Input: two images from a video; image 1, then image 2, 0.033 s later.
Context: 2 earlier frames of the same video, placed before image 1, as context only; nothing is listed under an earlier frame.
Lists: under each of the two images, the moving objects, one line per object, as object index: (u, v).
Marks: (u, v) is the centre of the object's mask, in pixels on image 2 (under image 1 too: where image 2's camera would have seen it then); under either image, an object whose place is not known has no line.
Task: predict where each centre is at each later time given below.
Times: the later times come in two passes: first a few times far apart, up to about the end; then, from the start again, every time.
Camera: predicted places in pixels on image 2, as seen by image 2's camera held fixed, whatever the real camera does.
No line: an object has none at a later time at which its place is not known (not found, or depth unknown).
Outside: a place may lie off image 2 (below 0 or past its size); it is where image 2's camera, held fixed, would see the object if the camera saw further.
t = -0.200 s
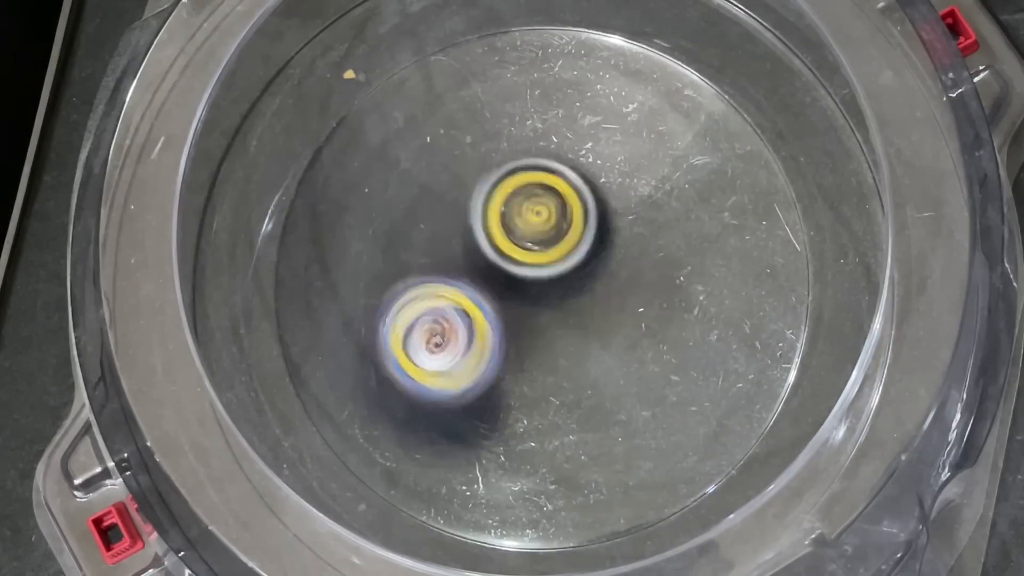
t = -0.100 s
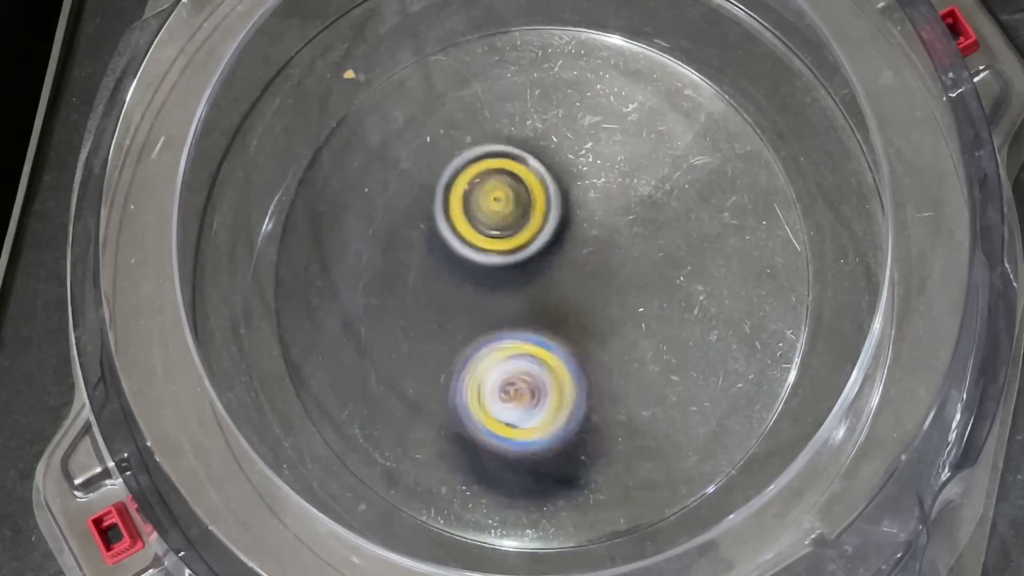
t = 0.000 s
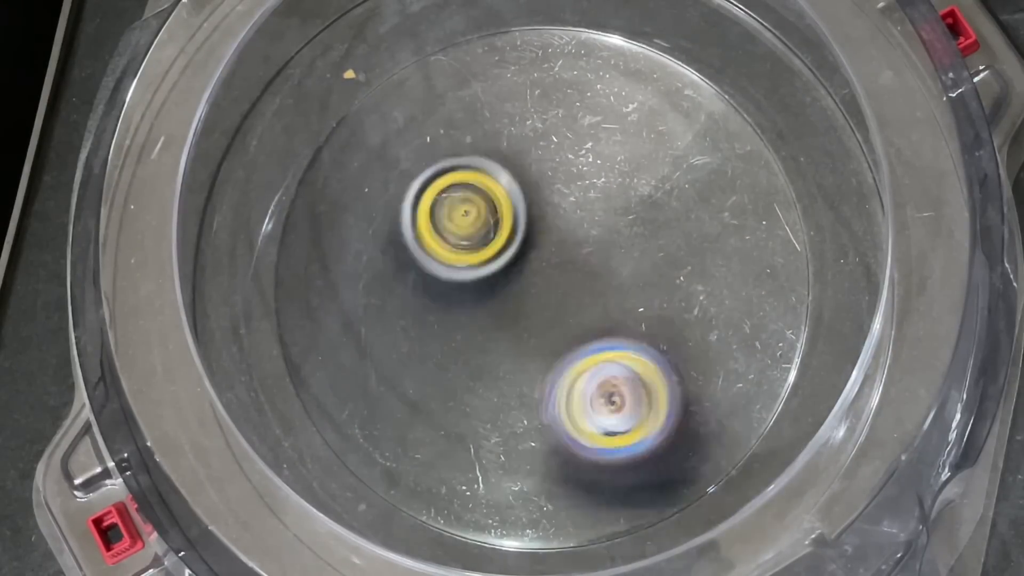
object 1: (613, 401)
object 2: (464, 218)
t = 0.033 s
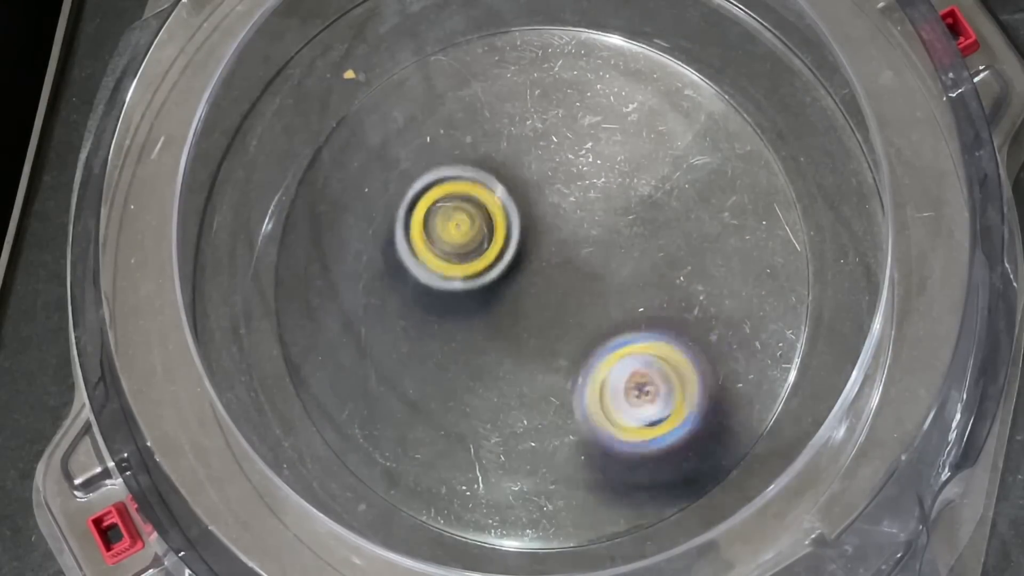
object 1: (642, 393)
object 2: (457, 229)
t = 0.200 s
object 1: (720, 277)
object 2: (484, 294)
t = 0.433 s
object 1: (557, 141)
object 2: (582, 295)
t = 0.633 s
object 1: (386, 176)
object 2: (610, 275)
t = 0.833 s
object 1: (386, 342)
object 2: (576, 244)
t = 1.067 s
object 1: (592, 393)
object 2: (522, 292)
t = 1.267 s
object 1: (722, 275)
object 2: (546, 324)
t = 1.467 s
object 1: (630, 147)
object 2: (566, 297)
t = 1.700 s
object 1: (428, 160)
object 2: (535, 294)
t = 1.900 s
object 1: (349, 291)
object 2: (535, 310)
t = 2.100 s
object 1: (479, 400)
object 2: (555, 283)
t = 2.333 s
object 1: (650, 354)
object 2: (530, 215)
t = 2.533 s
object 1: (661, 196)
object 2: (484, 255)
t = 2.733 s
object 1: (513, 138)
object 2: (537, 309)
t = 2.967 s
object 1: (407, 279)
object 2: (601, 265)
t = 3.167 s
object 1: (508, 397)
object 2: (558, 222)
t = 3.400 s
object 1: (665, 310)
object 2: (506, 287)
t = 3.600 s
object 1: (619, 169)
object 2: (551, 335)
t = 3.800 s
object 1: (461, 171)
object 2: (595, 296)
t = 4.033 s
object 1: (435, 341)
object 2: (532, 246)
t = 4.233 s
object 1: (583, 380)
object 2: (484, 287)
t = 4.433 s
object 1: (660, 252)
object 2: (522, 327)
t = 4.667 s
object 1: (530, 152)
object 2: (572, 272)
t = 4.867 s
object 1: (386, 152)
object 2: (572, 286)
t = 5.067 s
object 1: (401, 295)
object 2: (552, 284)
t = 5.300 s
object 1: (523, 395)
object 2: (555, 280)
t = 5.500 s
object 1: (647, 340)
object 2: (536, 284)
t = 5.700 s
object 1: (627, 204)
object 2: (528, 292)
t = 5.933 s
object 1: (476, 164)
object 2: (534, 288)
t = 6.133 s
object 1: (416, 280)
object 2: (545, 278)
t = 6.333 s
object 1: (508, 372)
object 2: (557, 259)
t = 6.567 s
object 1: (652, 321)
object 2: (534, 230)
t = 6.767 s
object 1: (659, 220)
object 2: (489, 242)
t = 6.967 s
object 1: (568, 196)
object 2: (482, 298)
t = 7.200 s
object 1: (545, 167)
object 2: (529, 349)
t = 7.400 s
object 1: (561, 195)
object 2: (568, 346)
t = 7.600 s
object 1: (594, 135)
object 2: (545, 364)
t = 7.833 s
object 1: (562, 161)
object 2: (530, 354)
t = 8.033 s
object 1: (531, 193)
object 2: (513, 349)
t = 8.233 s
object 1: (590, 238)
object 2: (480, 327)
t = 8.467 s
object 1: (676, 230)
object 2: (471, 305)
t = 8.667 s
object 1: (625, 260)
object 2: (496, 278)
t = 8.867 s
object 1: (610, 279)
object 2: (489, 249)
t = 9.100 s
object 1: (594, 333)
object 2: (502, 246)
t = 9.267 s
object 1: (557, 357)
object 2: (514, 244)
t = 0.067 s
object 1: (667, 380)
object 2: (454, 242)
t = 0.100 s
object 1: (692, 361)
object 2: (455, 256)
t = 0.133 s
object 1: (709, 336)
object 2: (461, 271)
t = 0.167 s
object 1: (719, 308)
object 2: (471, 284)
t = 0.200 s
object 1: (720, 277)
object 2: (484, 294)
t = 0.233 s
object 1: (714, 247)
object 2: (501, 301)
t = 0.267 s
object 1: (699, 222)
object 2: (518, 304)
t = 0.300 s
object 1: (676, 198)
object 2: (535, 303)
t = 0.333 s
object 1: (649, 180)
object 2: (551, 300)
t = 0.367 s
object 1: (619, 170)
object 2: (565, 294)
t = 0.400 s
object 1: (588, 162)
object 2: (576, 289)
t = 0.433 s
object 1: (557, 141)
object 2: (582, 295)
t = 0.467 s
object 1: (528, 130)
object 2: (586, 298)
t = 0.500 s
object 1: (496, 131)
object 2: (591, 297)
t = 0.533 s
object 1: (466, 134)
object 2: (596, 294)
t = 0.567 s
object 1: (436, 143)
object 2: (602, 289)
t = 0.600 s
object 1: (409, 156)
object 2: (607, 283)
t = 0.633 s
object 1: (386, 176)
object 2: (610, 275)
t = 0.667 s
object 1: (366, 197)
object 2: (610, 267)
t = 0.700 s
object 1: (354, 224)
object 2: (608, 260)
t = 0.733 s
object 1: (349, 254)
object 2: (603, 253)
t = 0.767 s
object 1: (353, 285)
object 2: (596, 248)
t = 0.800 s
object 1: (367, 313)
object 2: (587, 245)
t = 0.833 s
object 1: (386, 342)
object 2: (576, 244)
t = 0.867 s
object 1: (410, 361)
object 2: (564, 246)
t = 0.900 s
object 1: (439, 379)
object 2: (552, 252)
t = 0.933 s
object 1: (469, 388)
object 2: (542, 259)
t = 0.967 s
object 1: (501, 395)
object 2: (534, 268)
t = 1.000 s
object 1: (533, 395)
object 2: (527, 277)
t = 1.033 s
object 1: (563, 398)
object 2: (524, 284)
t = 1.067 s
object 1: (592, 393)
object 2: (522, 292)
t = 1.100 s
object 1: (620, 384)
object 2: (522, 300)
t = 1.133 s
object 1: (648, 370)
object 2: (525, 308)
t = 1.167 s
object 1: (674, 353)
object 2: (529, 315)
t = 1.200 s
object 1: (694, 329)
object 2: (534, 319)
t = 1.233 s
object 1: (711, 303)
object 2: (540, 323)
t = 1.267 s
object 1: (722, 275)
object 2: (546, 324)
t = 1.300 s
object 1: (725, 246)
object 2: (552, 323)
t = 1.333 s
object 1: (719, 217)
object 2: (557, 321)
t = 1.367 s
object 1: (709, 189)
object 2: (561, 317)
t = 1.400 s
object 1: (688, 166)
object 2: (565, 311)
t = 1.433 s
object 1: (662, 152)
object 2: (566, 305)
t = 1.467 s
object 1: (630, 147)
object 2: (566, 297)
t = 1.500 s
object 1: (600, 141)
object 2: (564, 290)
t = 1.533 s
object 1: (569, 138)
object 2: (561, 282)
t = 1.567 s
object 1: (538, 142)
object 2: (555, 276)
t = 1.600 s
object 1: (509, 148)
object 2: (548, 273)
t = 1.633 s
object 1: (481, 145)
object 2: (543, 282)
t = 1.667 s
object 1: (454, 150)
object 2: (538, 289)
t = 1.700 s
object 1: (428, 160)
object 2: (535, 294)
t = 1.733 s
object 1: (407, 173)
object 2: (533, 298)
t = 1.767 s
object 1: (384, 190)
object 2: (531, 302)
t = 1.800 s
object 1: (364, 212)
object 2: (531, 305)
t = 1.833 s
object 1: (351, 236)
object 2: (532, 307)
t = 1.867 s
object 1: (347, 263)
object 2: (533, 309)
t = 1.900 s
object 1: (349, 291)
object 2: (535, 310)
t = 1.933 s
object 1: (362, 318)
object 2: (537, 309)
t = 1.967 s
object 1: (381, 343)
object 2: (538, 308)
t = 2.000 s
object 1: (406, 362)
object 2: (541, 307)
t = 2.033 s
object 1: (436, 376)
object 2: (542, 303)
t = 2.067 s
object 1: (463, 386)
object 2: (546, 296)
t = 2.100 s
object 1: (479, 400)
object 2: (555, 283)
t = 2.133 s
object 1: (497, 407)
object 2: (564, 268)
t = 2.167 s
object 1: (523, 412)
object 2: (567, 254)
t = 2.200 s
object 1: (553, 410)
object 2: (565, 243)
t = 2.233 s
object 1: (580, 403)
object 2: (559, 234)
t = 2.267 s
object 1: (608, 391)
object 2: (551, 225)
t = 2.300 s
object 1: (631, 375)
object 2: (541, 219)
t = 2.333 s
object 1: (650, 354)
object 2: (530, 215)
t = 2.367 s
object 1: (665, 330)
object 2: (519, 215)
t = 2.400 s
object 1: (674, 303)
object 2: (507, 218)
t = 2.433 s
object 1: (679, 275)
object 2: (497, 224)
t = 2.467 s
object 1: (678, 246)
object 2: (490, 232)
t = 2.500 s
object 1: (672, 220)
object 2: (485, 243)
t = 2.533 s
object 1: (661, 196)
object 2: (484, 255)
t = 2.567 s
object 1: (642, 176)
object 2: (486, 268)
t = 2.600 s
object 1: (625, 159)
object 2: (491, 281)
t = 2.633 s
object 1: (599, 144)
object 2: (500, 292)
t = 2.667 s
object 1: (574, 136)
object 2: (511, 301)
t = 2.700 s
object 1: (544, 132)
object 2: (523, 307)
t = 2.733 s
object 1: (513, 138)
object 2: (537, 309)
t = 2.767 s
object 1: (486, 143)
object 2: (550, 309)
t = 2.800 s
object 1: (460, 157)
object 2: (563, 307)
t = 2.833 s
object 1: (442, 175)
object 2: (575, 302)
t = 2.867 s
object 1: (424, 200)
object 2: (585, 295)
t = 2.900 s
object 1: (415, 224)
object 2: (593, 286)
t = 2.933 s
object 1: (409, 249)
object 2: (599, 275)
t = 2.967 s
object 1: (407, 279)
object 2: (601, 265)
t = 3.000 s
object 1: (413, 305)
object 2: (601, 254)
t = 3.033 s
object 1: (423, 330)
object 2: (598, 244)
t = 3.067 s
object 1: (437, 355)
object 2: (591, 234)
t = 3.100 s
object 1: (458, 373)
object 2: (582, 227)
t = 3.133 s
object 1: (483, 386)
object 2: (570, 223)
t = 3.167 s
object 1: (508, 397)
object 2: (558, 222)
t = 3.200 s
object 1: (535, 400)
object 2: (545, 225)
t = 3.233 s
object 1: (563, 398)
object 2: (533, 230)
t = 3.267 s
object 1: (593, 390)
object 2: (523, 239)
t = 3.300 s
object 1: (615, 377)
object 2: (515, 250)
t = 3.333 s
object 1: (636, 360)
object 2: (509, 262)
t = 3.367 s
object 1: (653, 336)
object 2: (506, 274)
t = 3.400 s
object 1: (665, 310)
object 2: (506, 287)
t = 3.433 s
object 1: (670, 285)
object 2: (509, 300)
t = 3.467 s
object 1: (669, 256)
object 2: (514, 311)
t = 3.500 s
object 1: (666, 232)
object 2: (521, 320)
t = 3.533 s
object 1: (655, 206)
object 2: (530, 328)
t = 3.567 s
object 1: (639, 186)
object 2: (541, 333)
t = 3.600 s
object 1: (619, 169)
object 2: (551, 335)
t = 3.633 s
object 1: (592, 158)
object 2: (562, 335)
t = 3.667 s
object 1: (566, 147)
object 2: (573, 332)
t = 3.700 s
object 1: (538, 144)
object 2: (582, 325)
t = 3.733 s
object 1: (510, 151)
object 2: (589, 317)
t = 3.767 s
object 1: (485, 157)
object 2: (593, 307)
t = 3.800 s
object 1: (461, 171)
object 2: (595, 296)
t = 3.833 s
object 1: (441, 193)
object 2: (593, 284)
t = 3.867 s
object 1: (428, 213)
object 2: (587, 273)
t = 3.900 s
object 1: (418, 239)
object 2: (579, 263)
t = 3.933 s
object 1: (414, 263)
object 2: (569, 255)
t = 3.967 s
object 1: (414, 290)
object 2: (558, 250)
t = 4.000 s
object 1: (423, 318)
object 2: (545, 247)
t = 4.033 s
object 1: (435, 341)
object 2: (532, 246)
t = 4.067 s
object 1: (455, 359)
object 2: (520, 248)
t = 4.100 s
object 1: (477, 374)
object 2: (509, 253)
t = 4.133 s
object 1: (502, 386)
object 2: (499, 259)
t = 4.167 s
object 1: (529, 389)
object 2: (491, 267)
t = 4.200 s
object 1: (555, 387)
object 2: (486, 277)
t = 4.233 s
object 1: (583, 380)
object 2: (484, 287)
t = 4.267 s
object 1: (607, 369)
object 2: (484, 297)
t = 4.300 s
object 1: (628, 351)
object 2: (487, 306)
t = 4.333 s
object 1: (644, 331)
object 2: (493, 315)
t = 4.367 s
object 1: (656, 307)
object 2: (501, 321)
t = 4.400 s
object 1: (662, 278)
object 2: (511, 326)
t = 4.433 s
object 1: (660, 252)
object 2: (522, 327)
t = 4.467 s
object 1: (657, 227)
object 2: (534, 326)
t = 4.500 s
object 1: (646, 204)
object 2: (545, 321)
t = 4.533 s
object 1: (630, 183)
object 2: (555, 314)
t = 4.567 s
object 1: (610, 169)
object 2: (563, 304)
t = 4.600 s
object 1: (584, 160)
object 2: (569, 293)
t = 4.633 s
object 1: (558, 153)
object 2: (572, 282)
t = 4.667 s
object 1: (530, 152)
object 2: (572, 272)
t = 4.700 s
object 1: (501, 137)
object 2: (573, 278)
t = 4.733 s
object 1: (473, 126)
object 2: (573, 285)
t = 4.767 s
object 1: (446, 122)
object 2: (572, 288)
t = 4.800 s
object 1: (426, 128)
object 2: (572, 288)
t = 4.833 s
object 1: (406, 138)
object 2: (572, 287)
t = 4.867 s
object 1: (386, 152)
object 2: (572, 286)
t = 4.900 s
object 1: (371, 172)
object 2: (570, 284)
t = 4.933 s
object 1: (363, 195)
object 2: (568, 283)
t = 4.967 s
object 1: (364, 222)
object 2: (565, 282)
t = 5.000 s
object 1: (371, 246)
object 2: (561, 282)
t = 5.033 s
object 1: (384, 273)
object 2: (557, 283)
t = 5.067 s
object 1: (401, 295)
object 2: (552, 284)
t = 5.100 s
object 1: (420, 316)
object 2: (548, 286)
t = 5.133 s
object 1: (436, 335)
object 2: (548, 287)
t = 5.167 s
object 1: (448, 350)
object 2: (552, 286)
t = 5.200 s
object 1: (460, 363)
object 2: (556, 284)
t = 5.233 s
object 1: (478, 377)
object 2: (558, 283)
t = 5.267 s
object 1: (500, 387)
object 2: (557, 281)
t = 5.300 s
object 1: (523, 395)
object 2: (555, 280)
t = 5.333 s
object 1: (547, 400)
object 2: (552, 281)
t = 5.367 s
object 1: (572, 397)
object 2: (548, 281)
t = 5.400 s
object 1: (597, 389)
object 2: (545, 282)
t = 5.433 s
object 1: (616, 377)
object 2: (542, 282)
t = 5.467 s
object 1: (634, 360)
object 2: (539, 283)
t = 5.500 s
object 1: (647, 340)
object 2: (536, 284)
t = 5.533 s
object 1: (655, 317)
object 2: (534, 285)
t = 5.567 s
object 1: (657, 292)
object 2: (532, 287)
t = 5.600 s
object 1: (656, 268)
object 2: (530, 288)
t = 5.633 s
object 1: (652, 244)
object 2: (529, 289)
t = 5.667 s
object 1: (641, 222)
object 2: (528, 291)
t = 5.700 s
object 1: (627, 204)
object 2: (528, 292)
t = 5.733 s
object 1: (612, 188)
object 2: (528, 293)
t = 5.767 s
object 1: (592, 175)
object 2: (528, 293)
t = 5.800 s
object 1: (570, 165)
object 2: (529, 293)
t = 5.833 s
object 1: (547, 157)
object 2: (530, 293)
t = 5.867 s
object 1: (520, 155)
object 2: (532, 292)
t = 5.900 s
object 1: (500, 158)
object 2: (533, 290)
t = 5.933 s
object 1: (476, 164)
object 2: (534, 288)
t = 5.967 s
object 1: (454, 179)
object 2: (535, 286)
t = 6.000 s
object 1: (437, 201)
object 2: (536, 283)
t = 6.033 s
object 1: (428, 215)
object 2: (536, 281)
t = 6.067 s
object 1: (420, 239)
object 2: (538, 279)
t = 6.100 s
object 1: (414, 258)
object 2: (541, 279)
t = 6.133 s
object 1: (416, 280)
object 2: (545, 278)
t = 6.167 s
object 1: (422, 303)
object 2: (547, 276)
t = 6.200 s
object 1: (433, 325)
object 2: (549, 274)
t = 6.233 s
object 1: (450, 341)
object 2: (551, 271)
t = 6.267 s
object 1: (469, 354)
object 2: (553, 268)
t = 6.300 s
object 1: (488, 366)
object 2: (556, 263)
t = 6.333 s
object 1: (508, 372)
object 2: (557, 259)
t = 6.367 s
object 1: (532, 374)
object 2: (558, 254)
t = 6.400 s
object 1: (556, 372)
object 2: (557, 250)
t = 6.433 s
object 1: (578, 367)
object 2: (555, 247)
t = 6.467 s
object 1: (600, 354)
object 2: (553, 245)
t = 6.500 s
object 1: (617, 340)
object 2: (549, 244)
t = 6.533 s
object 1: (634, 327)
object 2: (544, 240)
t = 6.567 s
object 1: (652, 321)
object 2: (534, 230)
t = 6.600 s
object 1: (665, 311)
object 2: (525, 224)
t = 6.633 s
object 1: (676, 294)
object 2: (515, 223)
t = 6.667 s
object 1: (682, 276)
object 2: (507, 225)
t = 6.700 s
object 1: (681, 257)
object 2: (499, 229)
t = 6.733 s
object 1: (672, 238)
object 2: (493, 235)
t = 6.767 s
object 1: (659, 220)
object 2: (489, 242)
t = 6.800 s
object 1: (638, 209)
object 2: (487, 251)
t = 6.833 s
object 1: (616, 204)
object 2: (488, 260)
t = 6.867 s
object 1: (597, 200)
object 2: (489, 270)
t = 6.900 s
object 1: (591, 196)
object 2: (481, 281)
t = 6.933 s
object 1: (581, 195)
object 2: (479, 290)
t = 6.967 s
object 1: (568, 196)
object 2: (482, 298)
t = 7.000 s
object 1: (560, 194)
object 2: (485, 310)
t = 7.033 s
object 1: (558, 183)
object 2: (484, 326)
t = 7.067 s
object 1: (555, 180)
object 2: (488, 336)
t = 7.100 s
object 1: (554, 168)
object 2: (496, 342)
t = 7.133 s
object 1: (553, 165)
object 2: (505, 346)
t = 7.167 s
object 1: (550, 163)
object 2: (517, 349)
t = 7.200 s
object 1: (545, 167)
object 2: (529, 349)
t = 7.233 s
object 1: (542, 175)
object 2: (540, 346)
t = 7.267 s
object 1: (543, 188)
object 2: (551, 343)
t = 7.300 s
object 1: (540, 204)
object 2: (562, 337)
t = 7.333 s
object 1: (547, 211)
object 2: (567, 338)
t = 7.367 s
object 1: (555, 204)
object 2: (568, 343)
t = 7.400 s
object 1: (561, 195)
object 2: (568, 346)
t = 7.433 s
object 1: (564, 197)
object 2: (569, 342)
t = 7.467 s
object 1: (564, 198)
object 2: (572, 334)
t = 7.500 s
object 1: (567, 195)
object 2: (571, 332)
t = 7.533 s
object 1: (576, 169)
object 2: (562, 348)
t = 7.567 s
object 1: (588, 145)
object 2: (552, 358)
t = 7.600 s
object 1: (594, 135)
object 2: (545, 364)
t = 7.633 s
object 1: (602, 121)
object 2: (540, 366)
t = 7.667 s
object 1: (601, 114)
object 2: (538, 367)
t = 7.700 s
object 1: (605, 117)
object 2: (537, 366)
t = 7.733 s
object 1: (597, 126)
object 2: (535, 366)
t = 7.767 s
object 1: (589, 139)
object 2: (534, 363)
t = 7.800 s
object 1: (576, 147)
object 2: (532, 359)
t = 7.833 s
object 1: (562, 161)
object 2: (530, 354)
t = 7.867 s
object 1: (548, 177)
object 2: (528, 346)
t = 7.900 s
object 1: (540, 192)
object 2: (525, 338)
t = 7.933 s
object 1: (530, 204)
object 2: (524, 332)
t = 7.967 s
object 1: (527, 204)
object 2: (518, 342)
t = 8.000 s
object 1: (531, 196)
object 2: (514, 350)
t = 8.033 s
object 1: (531, 193)
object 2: (513, 349)
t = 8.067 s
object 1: (532, 199)
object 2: (512, 344)
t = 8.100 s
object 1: (536, 207)
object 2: (513, 339)
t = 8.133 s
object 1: (537, 216)
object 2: (512, 332)
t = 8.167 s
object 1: (542, 223)
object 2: (510, 327)
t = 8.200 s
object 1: (560, 232)
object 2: (499, 324)
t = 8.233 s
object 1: (590, 238)
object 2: (480, 327)
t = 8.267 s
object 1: (616, 245)
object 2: (467, 325)
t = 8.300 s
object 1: (636, 248)
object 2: (463, 322)
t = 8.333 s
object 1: (655, 245)
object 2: (461, 319)
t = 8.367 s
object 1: (668, 241)
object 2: (462, 315)
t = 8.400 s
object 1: (675, 236)
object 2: (465, 313)
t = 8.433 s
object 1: (677, 231)
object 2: (467, 308)
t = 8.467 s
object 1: (676, 230)
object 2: (471, 305)
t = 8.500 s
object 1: (674, 233)
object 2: (475, 300)
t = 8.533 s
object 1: (668, 238)
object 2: (481, 297)
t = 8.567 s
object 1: (658, 245)
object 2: (485, 294)
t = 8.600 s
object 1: (645, 251)
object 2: (493, 291)
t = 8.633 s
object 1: (628, 256)
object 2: (499, 287)
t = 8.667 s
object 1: (625, 260)
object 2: (496, 278)
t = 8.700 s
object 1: (623, 267)
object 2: (493, 268)
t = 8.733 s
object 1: (618, 268)
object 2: (490, 263)
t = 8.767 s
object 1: (619, 270)
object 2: (489, 257)
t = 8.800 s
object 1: (619, 271)
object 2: (483, 252)
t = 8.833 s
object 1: (616, 274)
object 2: (483, 249)
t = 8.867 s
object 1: (610, 279)
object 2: (489, 249)
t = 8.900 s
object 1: (609, 285)
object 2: (491, 249)
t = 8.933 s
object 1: (612, 295)
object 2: (489, 246)
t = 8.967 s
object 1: (608, 300)
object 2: (495, 246)
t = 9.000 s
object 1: (606, 306)
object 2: (498, 248)
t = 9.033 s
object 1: (605, 318)
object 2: (498, 247)
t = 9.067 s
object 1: (600, 327)
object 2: (499, 247)
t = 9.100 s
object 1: (594, 333)
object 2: (502, 246)
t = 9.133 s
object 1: (588, 340)
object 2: (505, 244)
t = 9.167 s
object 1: (580, 344)
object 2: (508, 245)
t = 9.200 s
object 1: (573, 348)
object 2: (510, 244)
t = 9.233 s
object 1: (565, 352)
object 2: (511, 244)
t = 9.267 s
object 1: (557, 357)
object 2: (514, 244)
